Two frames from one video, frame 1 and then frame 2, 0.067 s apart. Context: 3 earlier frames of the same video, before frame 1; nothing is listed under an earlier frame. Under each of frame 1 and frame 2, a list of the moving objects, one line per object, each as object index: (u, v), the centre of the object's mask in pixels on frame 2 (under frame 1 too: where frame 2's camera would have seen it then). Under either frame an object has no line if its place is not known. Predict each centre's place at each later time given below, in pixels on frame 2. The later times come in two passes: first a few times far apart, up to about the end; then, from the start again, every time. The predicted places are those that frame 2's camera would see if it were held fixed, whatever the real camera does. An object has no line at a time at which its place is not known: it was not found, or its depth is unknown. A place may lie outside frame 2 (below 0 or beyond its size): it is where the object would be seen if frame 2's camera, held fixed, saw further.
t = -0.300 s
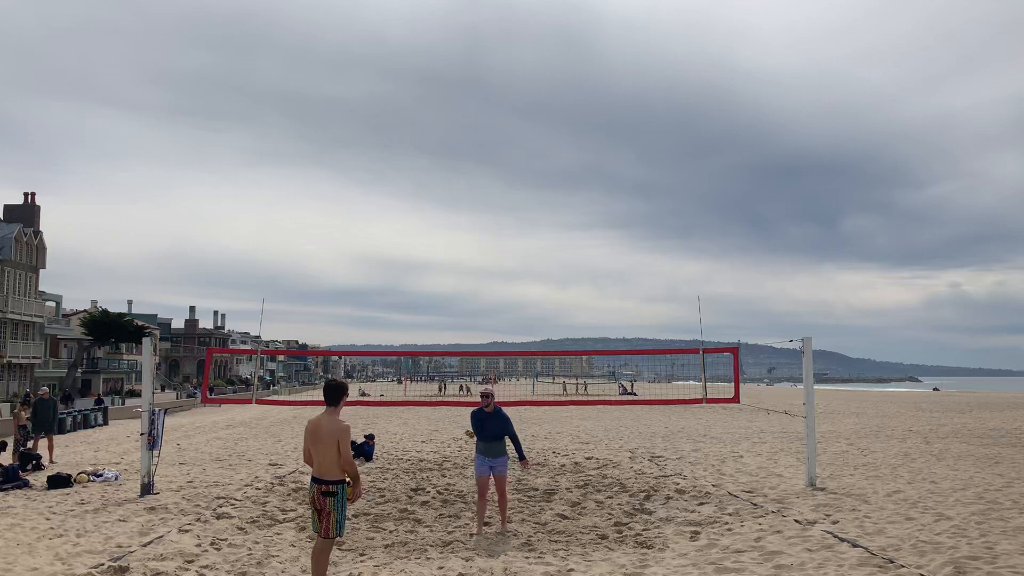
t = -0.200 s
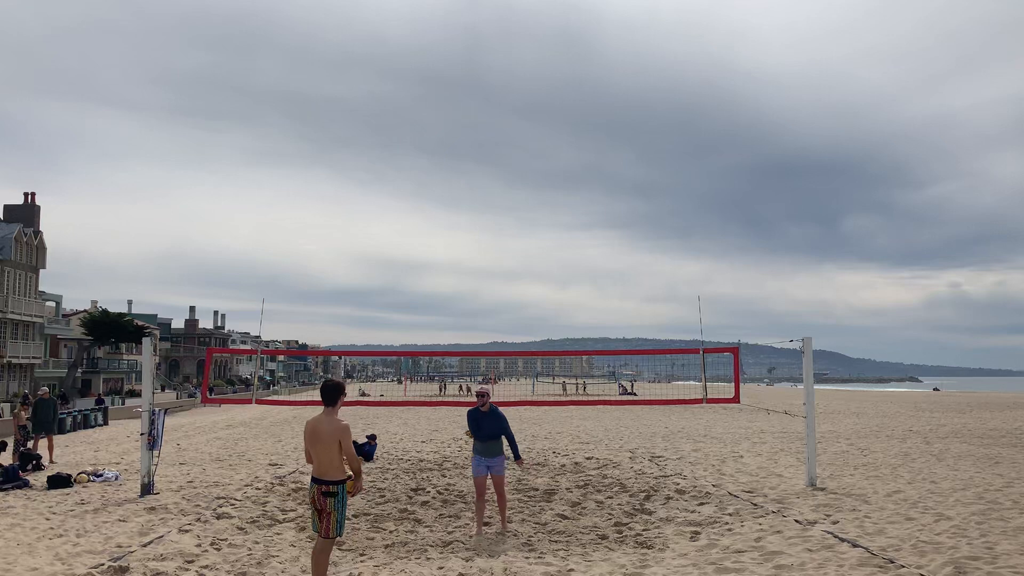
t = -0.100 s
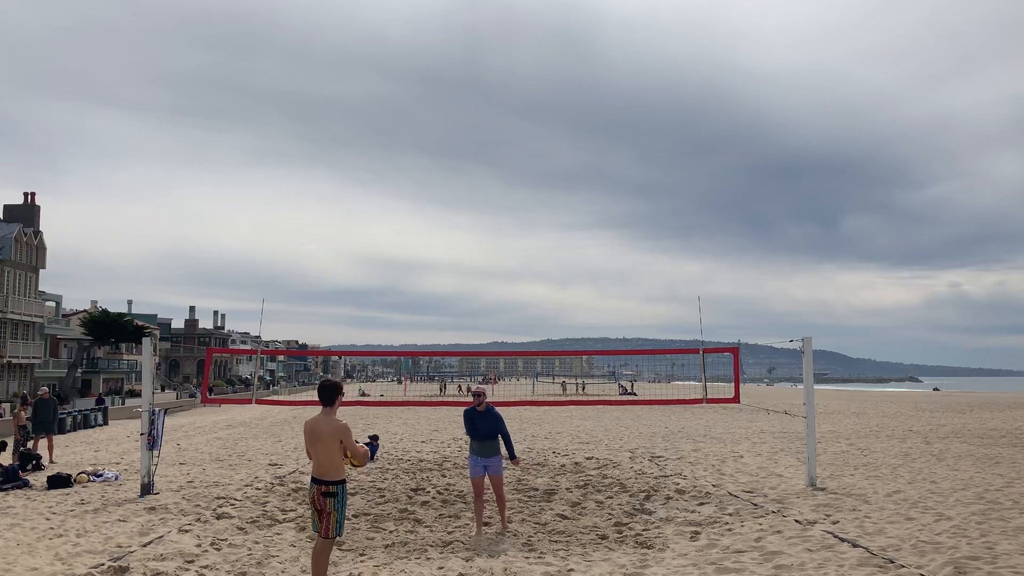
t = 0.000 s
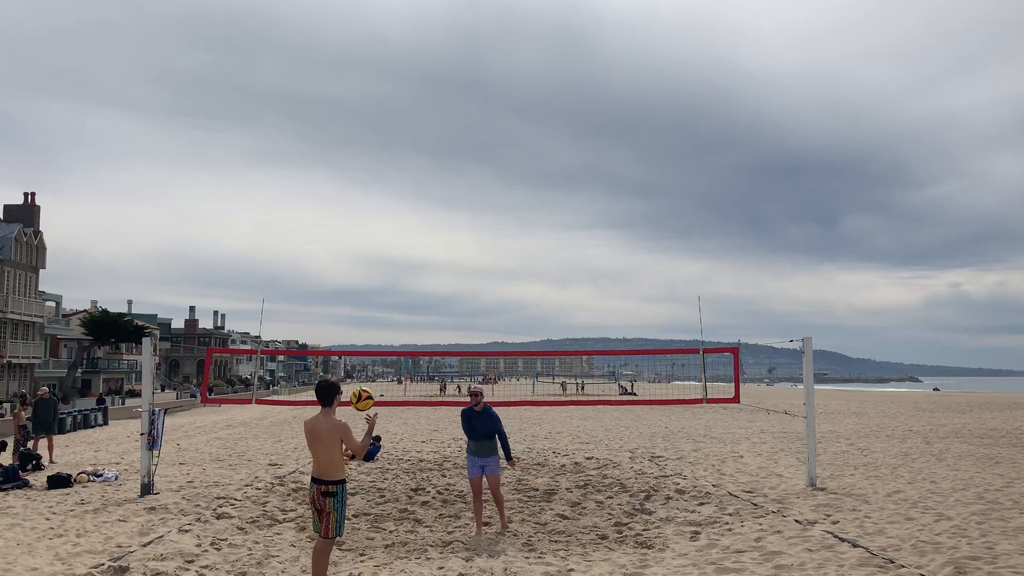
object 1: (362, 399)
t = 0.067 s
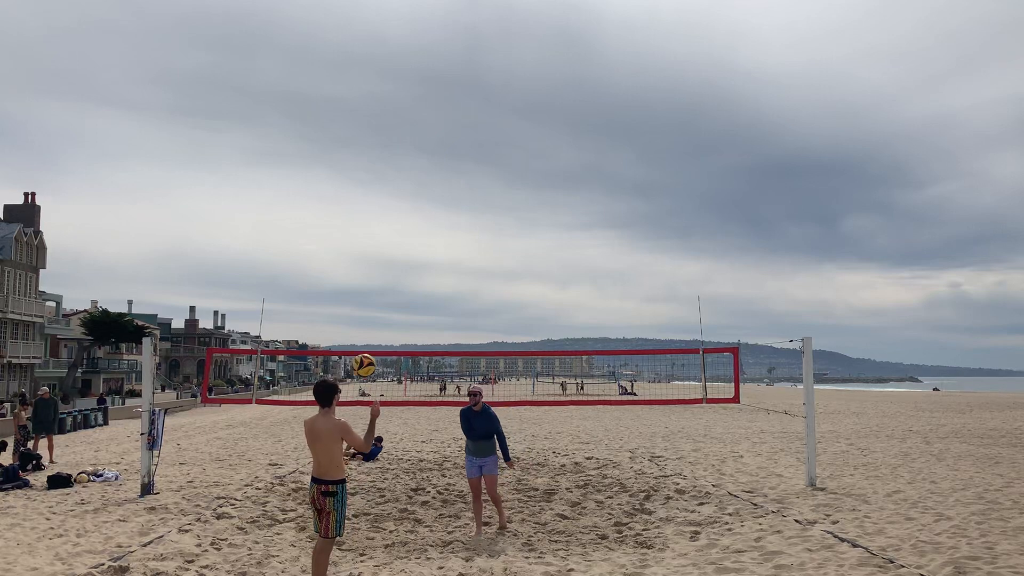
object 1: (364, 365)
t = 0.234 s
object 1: (367, 305)
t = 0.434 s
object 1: (369, 274)
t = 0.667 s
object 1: (370, 285)
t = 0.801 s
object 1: (370, 317)
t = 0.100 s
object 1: (364, 351)
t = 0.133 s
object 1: (365, 338)
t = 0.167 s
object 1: (366, 325)
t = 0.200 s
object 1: (366, 315)
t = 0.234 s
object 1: (367, 305)
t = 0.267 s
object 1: (367, 297)
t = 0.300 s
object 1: (368, 290)
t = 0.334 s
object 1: (368, 284)
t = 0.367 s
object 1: (369, 279)
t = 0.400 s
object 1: (369, 276)
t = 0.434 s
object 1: (369, 274)
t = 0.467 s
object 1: (369, 272)
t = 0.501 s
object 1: (370, 273)
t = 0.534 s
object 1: (370, 274)
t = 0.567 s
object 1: (370, 274)
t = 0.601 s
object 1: (370, 277)
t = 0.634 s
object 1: (370, 280)
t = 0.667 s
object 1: (370, 285)
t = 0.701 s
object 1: (370, 292)
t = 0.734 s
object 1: (370, 299)
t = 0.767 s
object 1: (370, 307)
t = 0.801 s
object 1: (370, 317)
